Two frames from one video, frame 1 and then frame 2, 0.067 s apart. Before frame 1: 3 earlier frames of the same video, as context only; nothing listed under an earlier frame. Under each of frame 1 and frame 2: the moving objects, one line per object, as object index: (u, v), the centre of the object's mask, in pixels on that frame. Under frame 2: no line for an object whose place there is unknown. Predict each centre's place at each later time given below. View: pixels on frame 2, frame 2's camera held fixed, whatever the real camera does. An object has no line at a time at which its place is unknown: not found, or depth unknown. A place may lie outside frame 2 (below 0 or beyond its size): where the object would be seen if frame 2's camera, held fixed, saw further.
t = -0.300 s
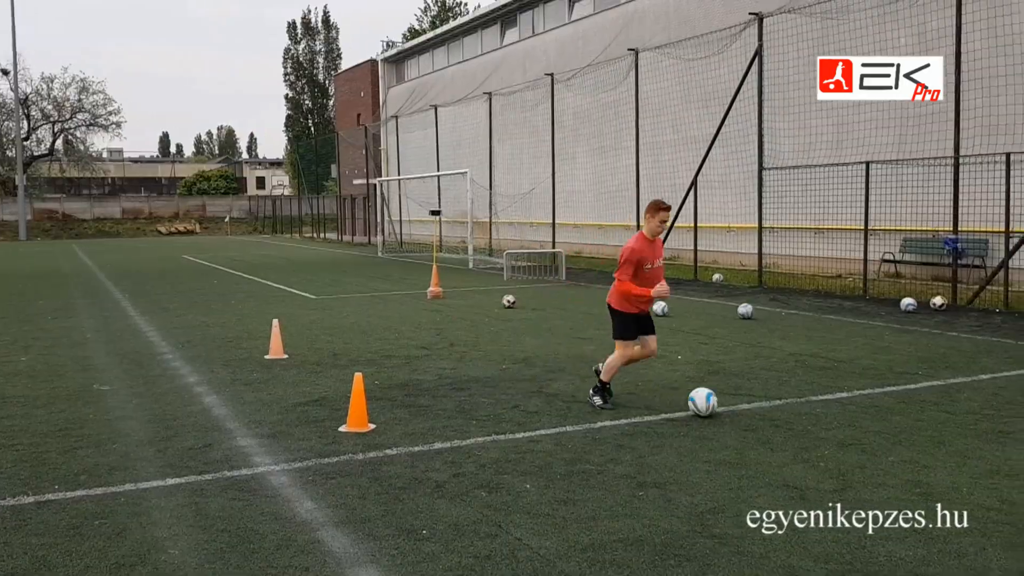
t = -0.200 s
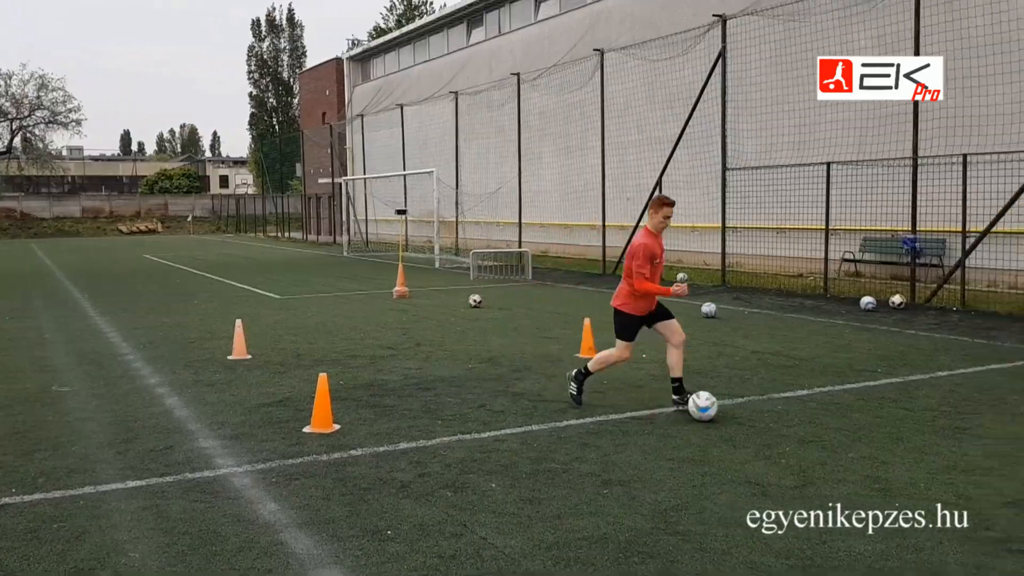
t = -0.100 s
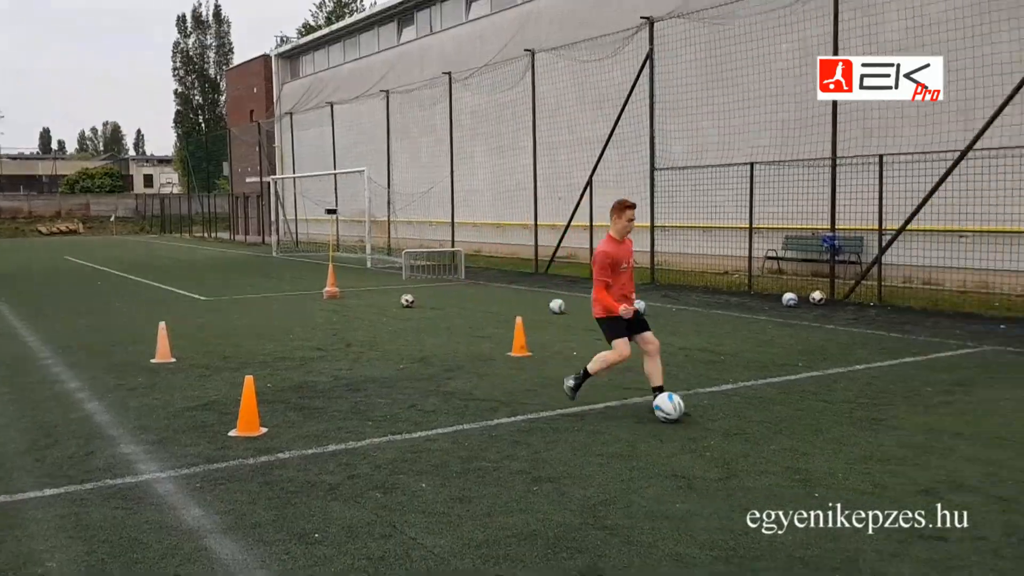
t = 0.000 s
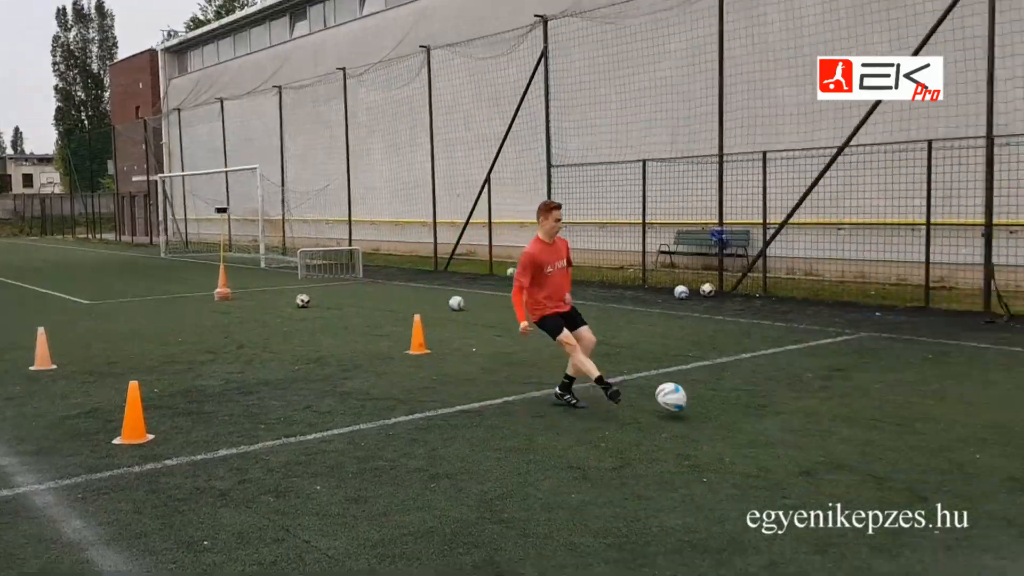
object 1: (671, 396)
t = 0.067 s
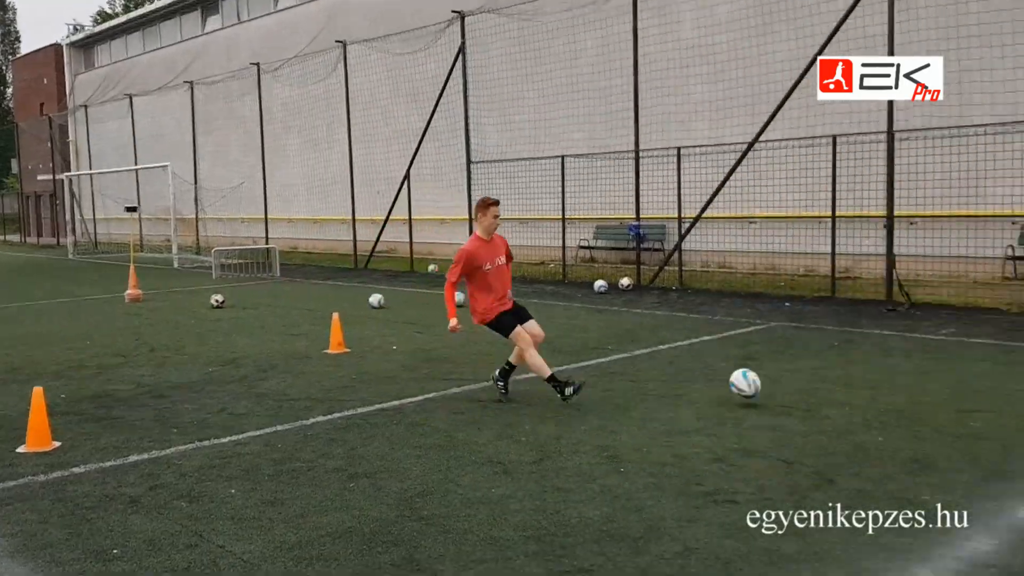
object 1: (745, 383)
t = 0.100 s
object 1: (824, 382)
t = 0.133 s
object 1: (902, 384)
